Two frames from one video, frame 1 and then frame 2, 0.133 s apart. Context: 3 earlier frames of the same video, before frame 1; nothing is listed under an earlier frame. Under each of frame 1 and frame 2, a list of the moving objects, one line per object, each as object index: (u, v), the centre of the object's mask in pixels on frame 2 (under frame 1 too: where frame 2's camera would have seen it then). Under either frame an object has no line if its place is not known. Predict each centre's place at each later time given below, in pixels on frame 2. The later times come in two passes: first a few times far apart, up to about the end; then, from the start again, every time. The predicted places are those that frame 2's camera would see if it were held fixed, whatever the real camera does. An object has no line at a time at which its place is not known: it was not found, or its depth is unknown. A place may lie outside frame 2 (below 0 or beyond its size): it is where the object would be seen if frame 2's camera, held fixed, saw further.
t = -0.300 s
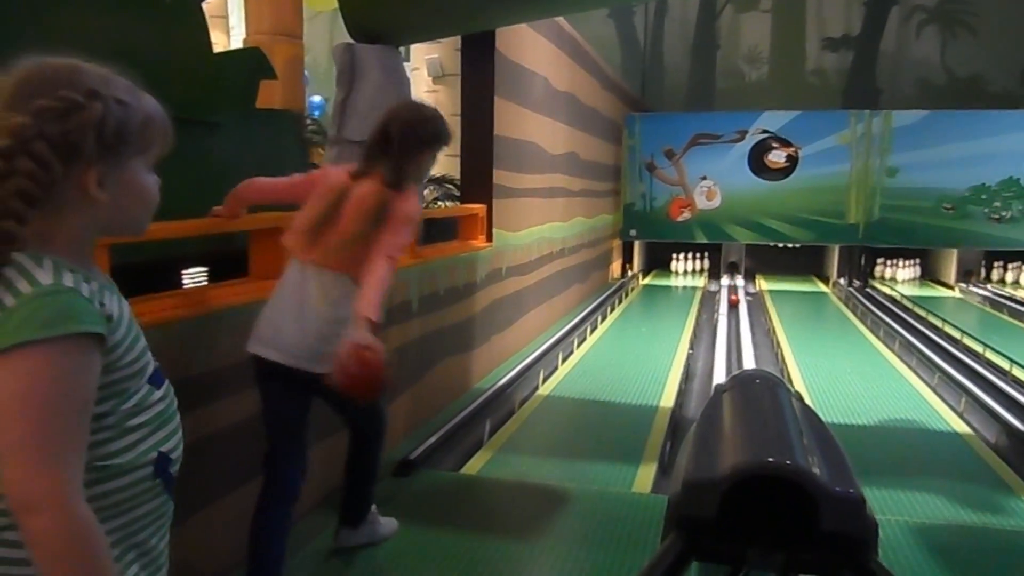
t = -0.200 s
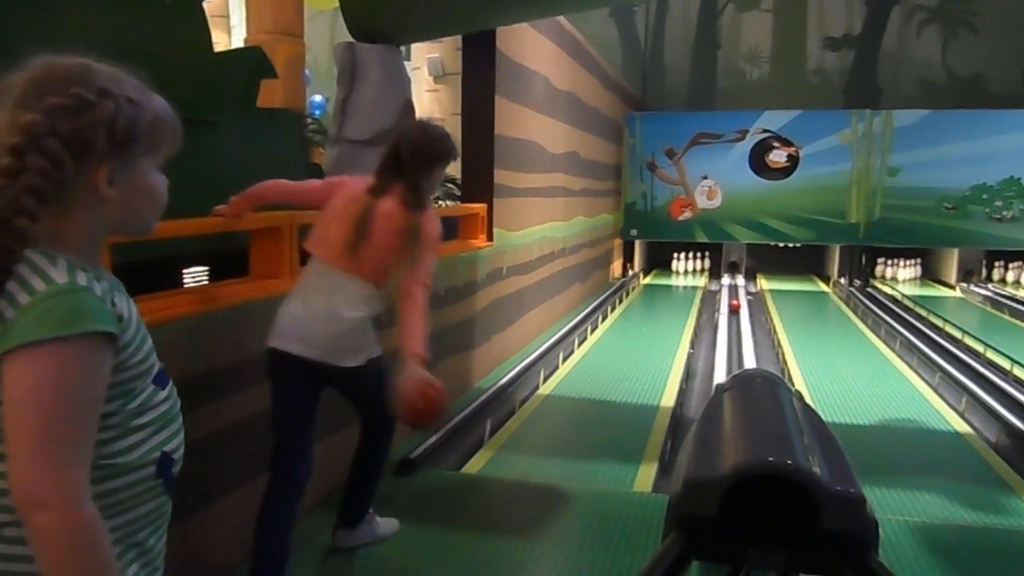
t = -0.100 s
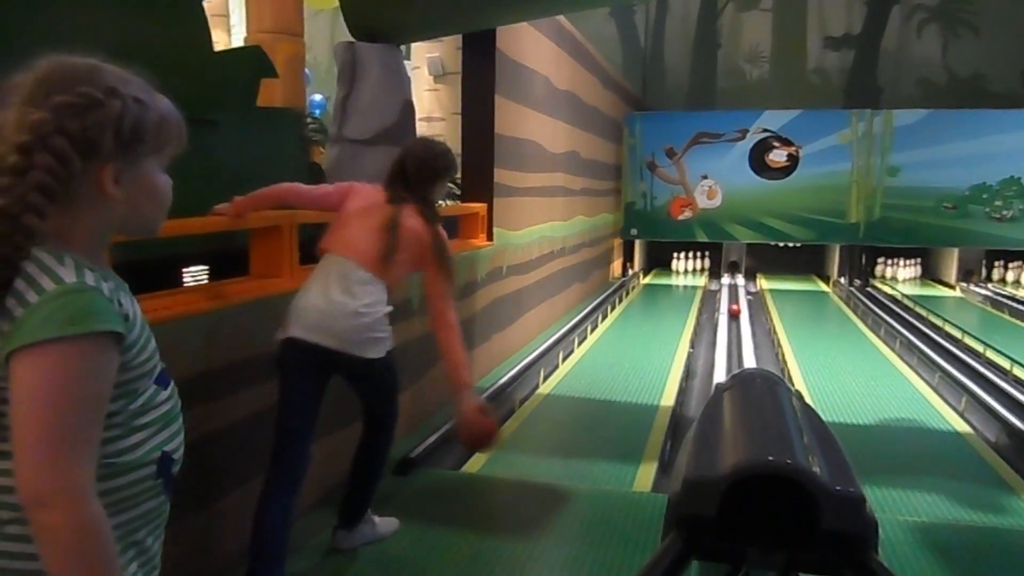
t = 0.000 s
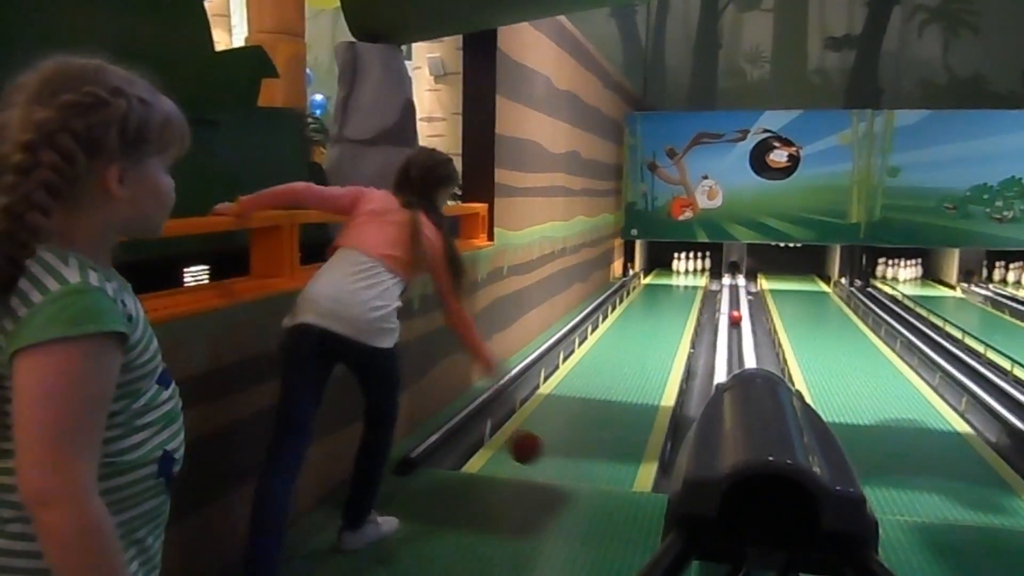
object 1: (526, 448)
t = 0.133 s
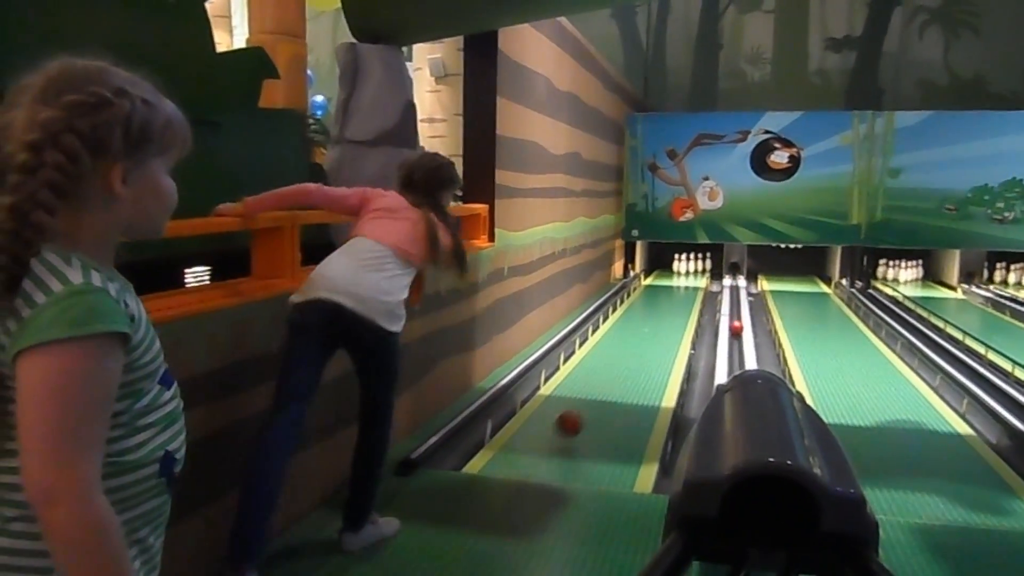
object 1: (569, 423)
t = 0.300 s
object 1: (604, 390)
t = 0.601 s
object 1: (643, 343)
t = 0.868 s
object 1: (666, 319)
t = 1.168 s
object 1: (684, 300)
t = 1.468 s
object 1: (697, 287)
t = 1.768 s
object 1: (704, 277)
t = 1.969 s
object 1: (701, 271)
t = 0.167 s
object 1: (577, 414)
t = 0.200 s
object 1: (584, 407)
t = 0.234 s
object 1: (591, 403)
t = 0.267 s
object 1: (598, 398)
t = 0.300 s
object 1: (604, 390)
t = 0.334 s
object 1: (609, 384)
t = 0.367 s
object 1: (614, 377)
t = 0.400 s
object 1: (619, 371)
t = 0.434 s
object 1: (624, 366)
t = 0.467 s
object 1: (628, 360)
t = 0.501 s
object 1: (632, 356)
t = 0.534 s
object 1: (636, 352)
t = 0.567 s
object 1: (639, 348)
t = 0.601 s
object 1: (643, 343)
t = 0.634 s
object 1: (646, 339)
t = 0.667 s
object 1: (649, 336)
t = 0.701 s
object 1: (652, 333)
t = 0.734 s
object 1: (655, 330)
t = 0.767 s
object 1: (658, 327)
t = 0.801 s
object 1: (661, 324)
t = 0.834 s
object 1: (663, 321)
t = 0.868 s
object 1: (666, 319)
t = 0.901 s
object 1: (668, 317)
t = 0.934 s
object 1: (670, 314)
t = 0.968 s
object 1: (672, 312)
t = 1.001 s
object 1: (674, 310)
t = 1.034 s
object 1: (676, 308)
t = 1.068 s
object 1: (678, 306)
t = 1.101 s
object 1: (680, 304)
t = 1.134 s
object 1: (682, 302)
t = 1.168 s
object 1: (684, 300)
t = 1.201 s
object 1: (685, 299)
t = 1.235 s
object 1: (687, 297)
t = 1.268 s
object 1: (689, 295)
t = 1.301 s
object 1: (690, 294)
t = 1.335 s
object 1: (691, 292)
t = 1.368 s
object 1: (693, 291)
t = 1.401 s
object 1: (695, 290)
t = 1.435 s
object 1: (696, 288)
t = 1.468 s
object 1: (697, 287)
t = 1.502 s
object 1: (698, 286)
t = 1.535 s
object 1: (700, 284)
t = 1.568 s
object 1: (701, 283)
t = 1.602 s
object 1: (702, 281)
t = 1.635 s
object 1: (703, 280)
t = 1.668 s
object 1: (705, 279)
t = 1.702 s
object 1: (705, 278)
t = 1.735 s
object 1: (705, 278)
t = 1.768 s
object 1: (704, 277)
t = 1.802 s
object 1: (704, 275)
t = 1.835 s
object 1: (704, 275)
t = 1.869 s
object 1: (703, 274)
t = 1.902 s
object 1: (703, 273)
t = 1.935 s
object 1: (702, 272)
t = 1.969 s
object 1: (701, 271)
